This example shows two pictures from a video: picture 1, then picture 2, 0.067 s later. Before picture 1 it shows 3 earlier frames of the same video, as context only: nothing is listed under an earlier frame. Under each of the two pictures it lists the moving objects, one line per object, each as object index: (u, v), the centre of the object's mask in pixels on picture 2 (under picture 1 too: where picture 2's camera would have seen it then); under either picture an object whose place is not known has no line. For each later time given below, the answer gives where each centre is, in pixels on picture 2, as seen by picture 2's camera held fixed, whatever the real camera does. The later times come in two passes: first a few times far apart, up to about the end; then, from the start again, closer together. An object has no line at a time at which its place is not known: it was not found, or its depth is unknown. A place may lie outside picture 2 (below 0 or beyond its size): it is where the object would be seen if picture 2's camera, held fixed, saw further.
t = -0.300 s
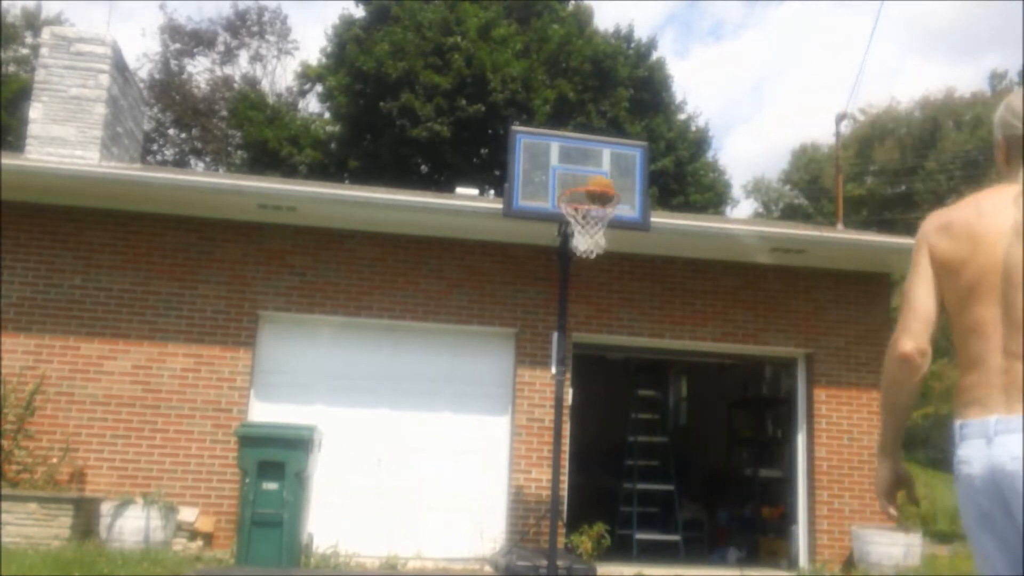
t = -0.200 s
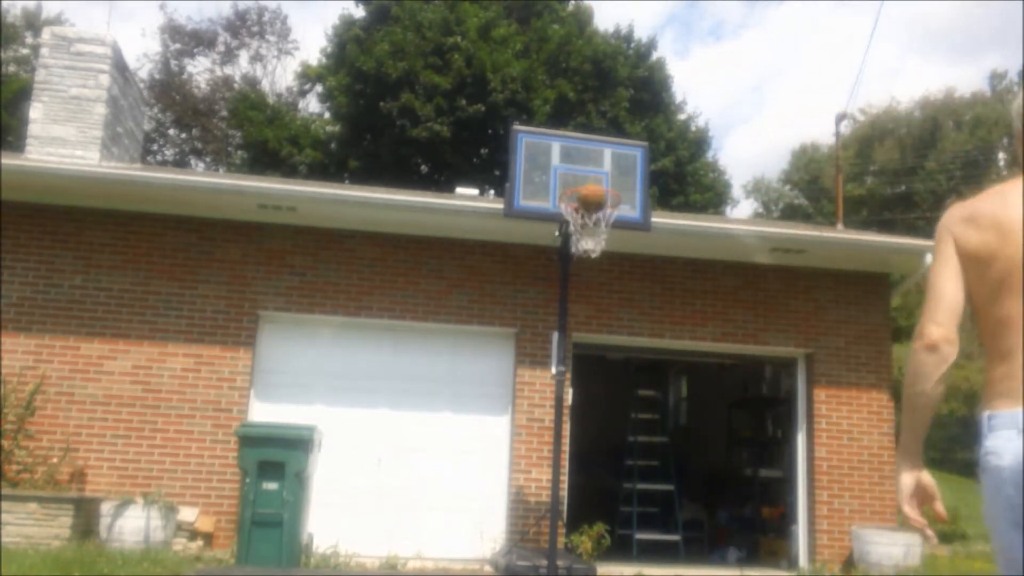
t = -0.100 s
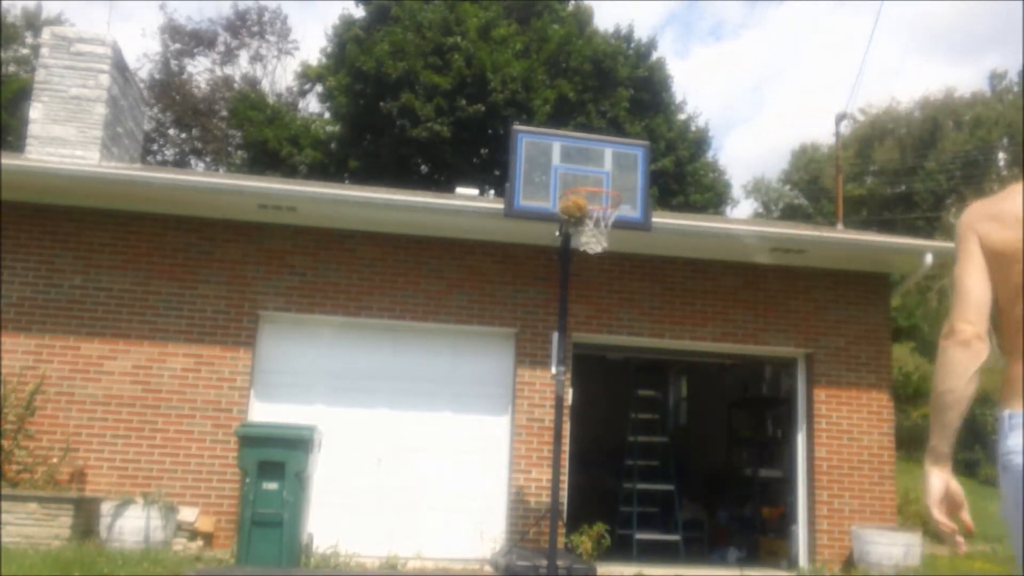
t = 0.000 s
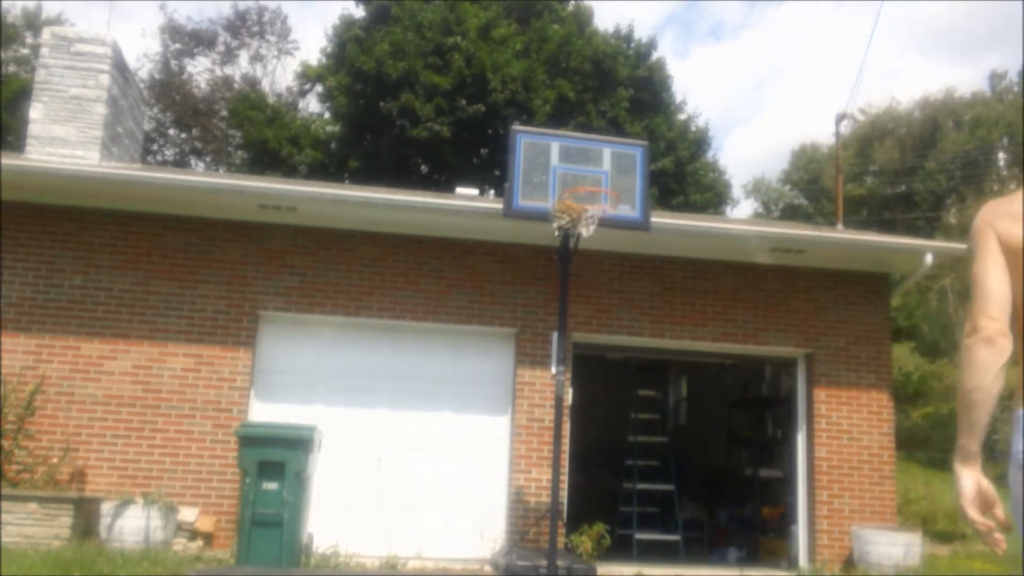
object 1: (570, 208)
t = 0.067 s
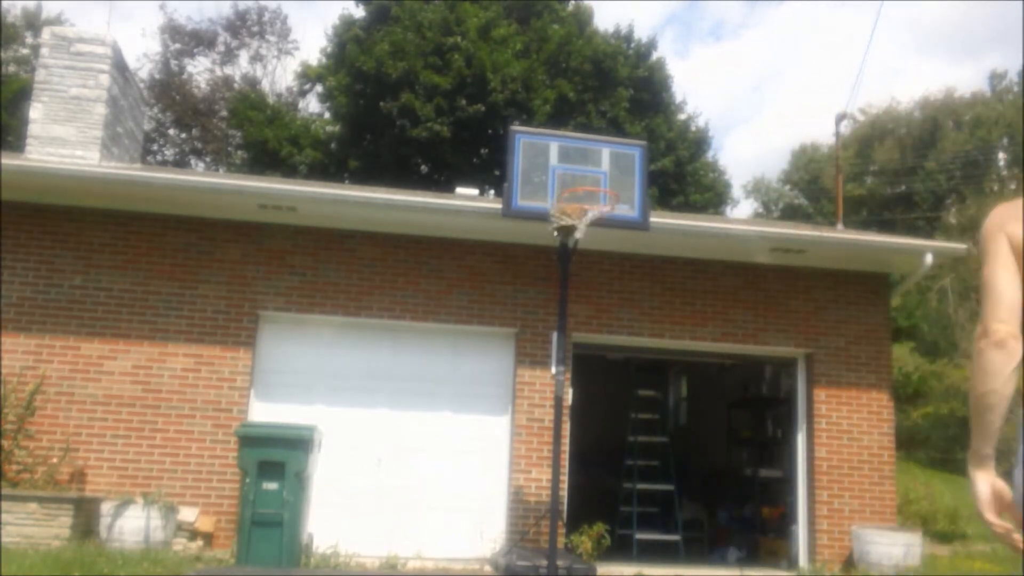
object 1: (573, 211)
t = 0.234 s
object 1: (580, 230)
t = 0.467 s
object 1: (606, 326)
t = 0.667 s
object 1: (628, 454)
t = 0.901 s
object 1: (663, 518)
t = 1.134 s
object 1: (705, 410)
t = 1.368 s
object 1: (747, 372)
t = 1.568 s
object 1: (783, 393)
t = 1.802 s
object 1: (830, 493)
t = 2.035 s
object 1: (878, 551)
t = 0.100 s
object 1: (572, 212)
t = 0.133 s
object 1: (570, 225)
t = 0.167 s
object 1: (575, 224)
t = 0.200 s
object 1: (576, 226)
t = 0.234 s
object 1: (580, 230)
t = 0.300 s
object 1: (588, 258)
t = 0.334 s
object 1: (591, 267)
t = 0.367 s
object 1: (595, 278)
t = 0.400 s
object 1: (599, 293)
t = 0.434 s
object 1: (603, 306)
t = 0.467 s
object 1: (606, 326)
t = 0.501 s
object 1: (610, 339)
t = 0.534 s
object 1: (613, 361)
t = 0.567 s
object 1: (617, 383)
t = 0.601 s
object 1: (621, 405)
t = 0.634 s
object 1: (624, 428)
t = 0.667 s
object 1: (628, 454)
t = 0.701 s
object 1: (632, 482)
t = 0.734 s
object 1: (636, 511)
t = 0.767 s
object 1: (640, 541)
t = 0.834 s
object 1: (649, 562)
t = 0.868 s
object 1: (656, 539)
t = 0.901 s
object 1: (663, 518)
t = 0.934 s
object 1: (669, 498)
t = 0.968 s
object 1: (675, 479)
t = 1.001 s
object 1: (680, 463)
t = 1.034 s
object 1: (686, 447)
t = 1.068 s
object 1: (693, 434)
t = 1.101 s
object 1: (699, 422)
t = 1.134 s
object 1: (705, 410)
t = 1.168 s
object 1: (711, 400)
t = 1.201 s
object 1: (717, 392)
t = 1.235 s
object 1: (723, 384)
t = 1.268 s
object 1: (729, 380)
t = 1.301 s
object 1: (735, 376)
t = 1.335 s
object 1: (741, 374)
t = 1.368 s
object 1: (747, 372)
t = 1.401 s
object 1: (753, 372)
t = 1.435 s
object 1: (758, 373)
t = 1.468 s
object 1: (765, 376)
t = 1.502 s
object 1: (771, 379)
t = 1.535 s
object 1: (777, 385)
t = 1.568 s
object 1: (783, 393)
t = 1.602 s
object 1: (790, 403)
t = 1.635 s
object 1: (796, 413)
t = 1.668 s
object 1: (803, 426)
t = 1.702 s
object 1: (810, 440)
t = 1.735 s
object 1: (817, 456)
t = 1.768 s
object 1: (824, 473)
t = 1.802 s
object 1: (830, 493)
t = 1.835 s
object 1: (837, 513)
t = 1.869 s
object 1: (844, 536)
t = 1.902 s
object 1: (851, 561)
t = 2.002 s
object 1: (870, 565)
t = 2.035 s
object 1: (878, 551)
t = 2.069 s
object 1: (884, 534)
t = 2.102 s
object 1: (890, 519)
